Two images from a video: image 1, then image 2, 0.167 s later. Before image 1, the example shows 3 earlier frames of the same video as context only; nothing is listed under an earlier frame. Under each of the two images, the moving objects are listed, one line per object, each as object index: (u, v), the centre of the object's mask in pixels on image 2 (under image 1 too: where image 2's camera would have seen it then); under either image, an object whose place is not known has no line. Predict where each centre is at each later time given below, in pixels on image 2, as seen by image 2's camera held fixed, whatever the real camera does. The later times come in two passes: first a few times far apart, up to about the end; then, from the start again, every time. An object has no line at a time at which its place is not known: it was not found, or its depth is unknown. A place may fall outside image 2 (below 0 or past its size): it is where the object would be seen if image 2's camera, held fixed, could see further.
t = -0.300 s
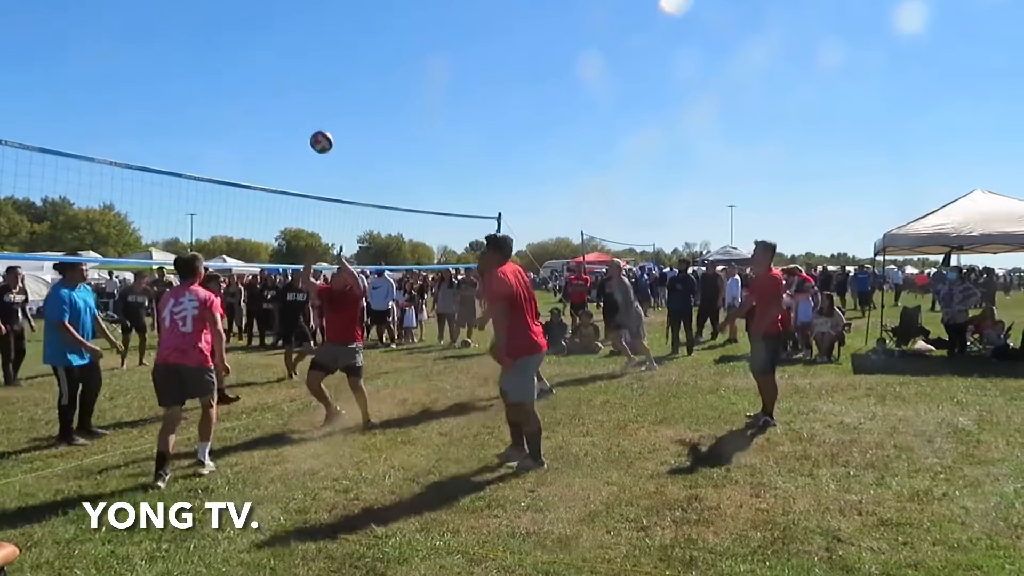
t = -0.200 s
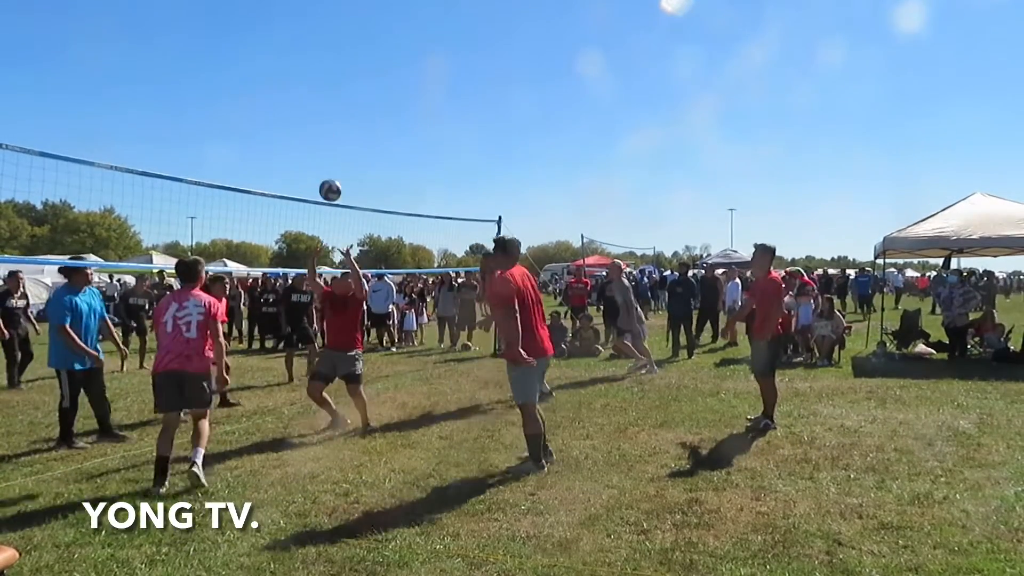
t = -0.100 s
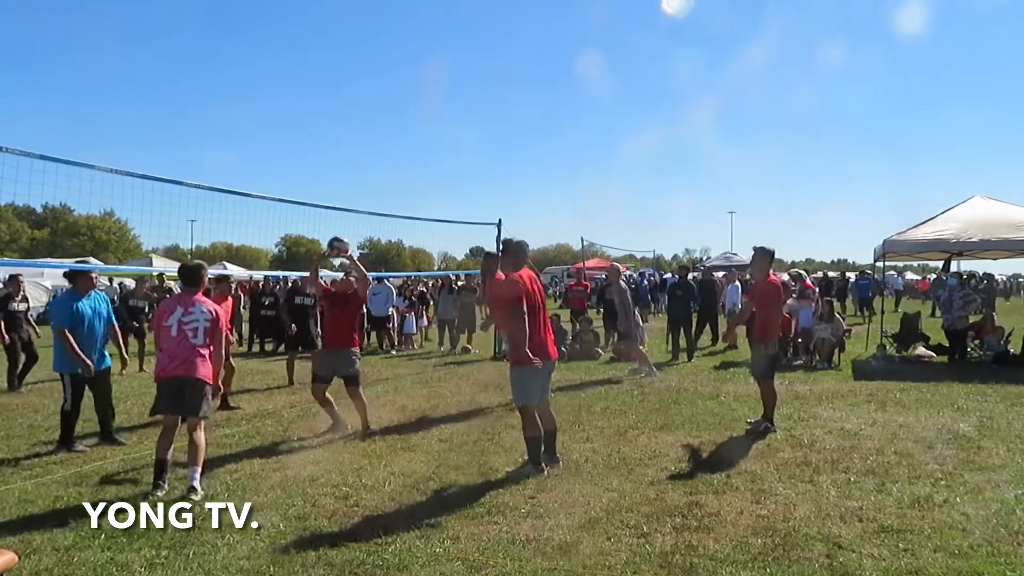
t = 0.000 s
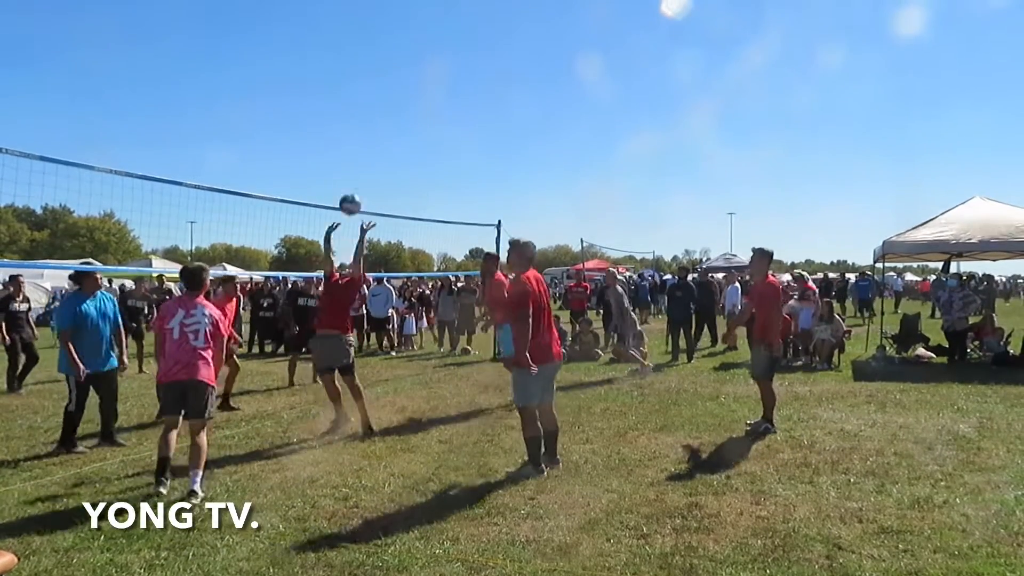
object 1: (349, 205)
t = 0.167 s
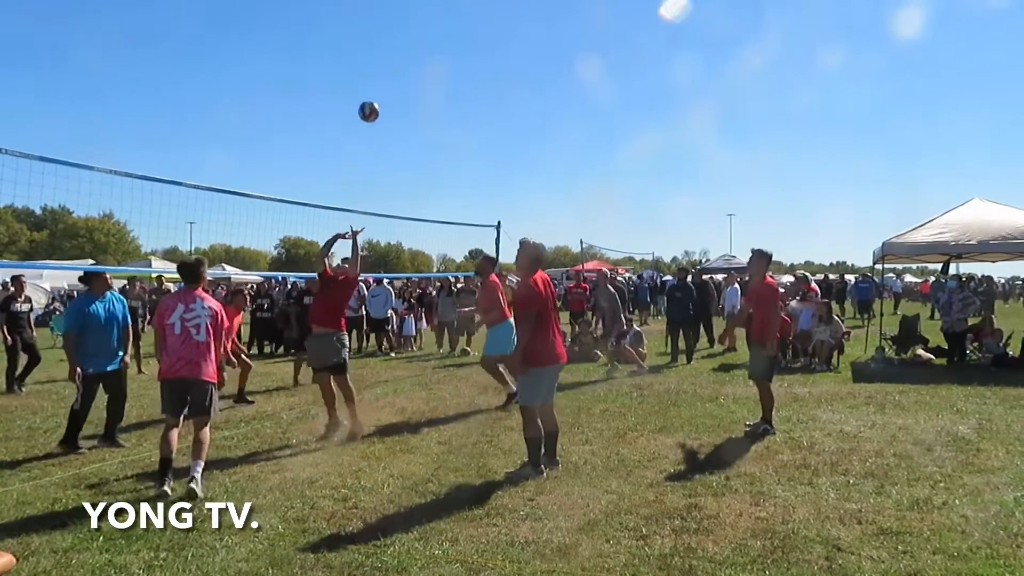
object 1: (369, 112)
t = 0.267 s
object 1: (380, 71)
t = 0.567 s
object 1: (409, 14)
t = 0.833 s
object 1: (433, 35)
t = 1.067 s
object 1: (452, 101)
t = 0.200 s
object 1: (372, 97)
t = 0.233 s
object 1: (376, 83)
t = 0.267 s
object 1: (380, 71)
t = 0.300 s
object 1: (383, 60)
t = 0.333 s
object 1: (387, 51)
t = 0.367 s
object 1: (390, 42)
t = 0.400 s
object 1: (394, 35)
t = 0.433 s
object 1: (397, 28)
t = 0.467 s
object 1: (400, 23)
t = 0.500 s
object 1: (403, 19)
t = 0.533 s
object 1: (406, 16)
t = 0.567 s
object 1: (409, 14)
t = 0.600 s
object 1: (412, 13)
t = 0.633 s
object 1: (416, 13)
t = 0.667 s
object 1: (418, 15)
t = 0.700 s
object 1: (422, 17)
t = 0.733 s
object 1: (424, 20)
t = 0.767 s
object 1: (427, 24)
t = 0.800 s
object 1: (430, 29)
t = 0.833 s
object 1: (433, 35)
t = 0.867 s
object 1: (436, 42)
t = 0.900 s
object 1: (439, 49)
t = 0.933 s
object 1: (441, 58)
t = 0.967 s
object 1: (444, 68)
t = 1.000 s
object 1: (446, 78)
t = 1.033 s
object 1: (449, 89)
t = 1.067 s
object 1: (452, 101)
